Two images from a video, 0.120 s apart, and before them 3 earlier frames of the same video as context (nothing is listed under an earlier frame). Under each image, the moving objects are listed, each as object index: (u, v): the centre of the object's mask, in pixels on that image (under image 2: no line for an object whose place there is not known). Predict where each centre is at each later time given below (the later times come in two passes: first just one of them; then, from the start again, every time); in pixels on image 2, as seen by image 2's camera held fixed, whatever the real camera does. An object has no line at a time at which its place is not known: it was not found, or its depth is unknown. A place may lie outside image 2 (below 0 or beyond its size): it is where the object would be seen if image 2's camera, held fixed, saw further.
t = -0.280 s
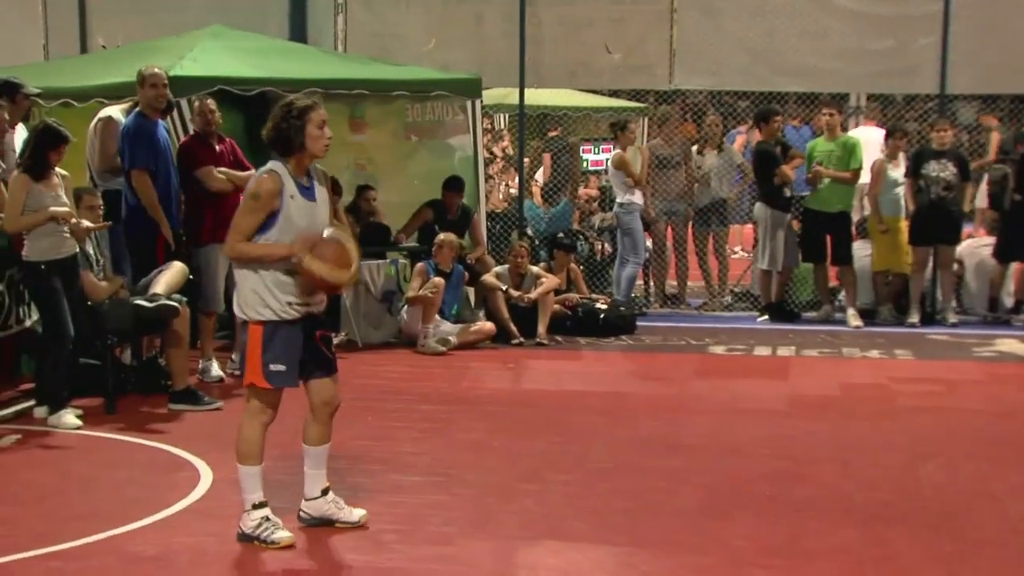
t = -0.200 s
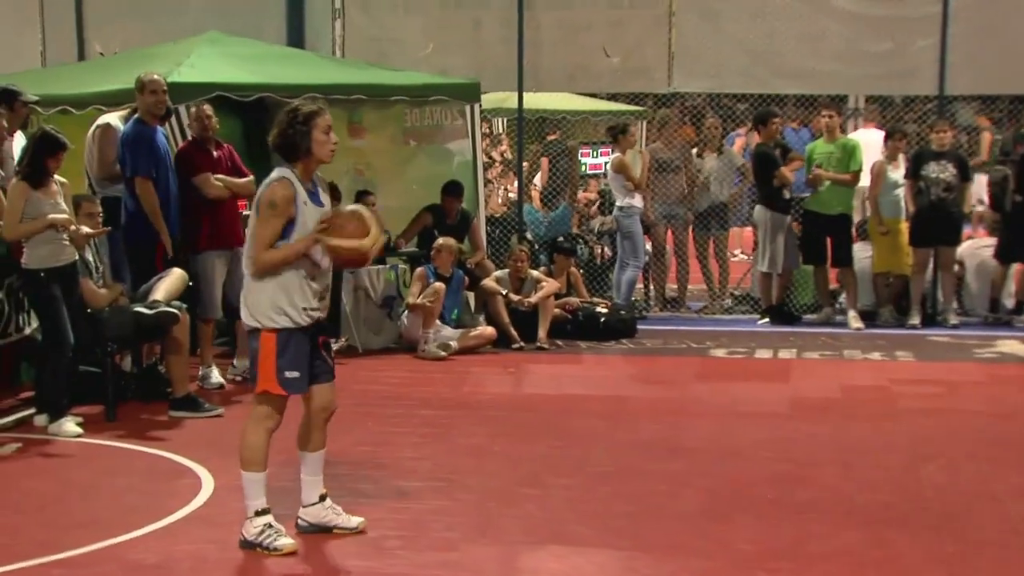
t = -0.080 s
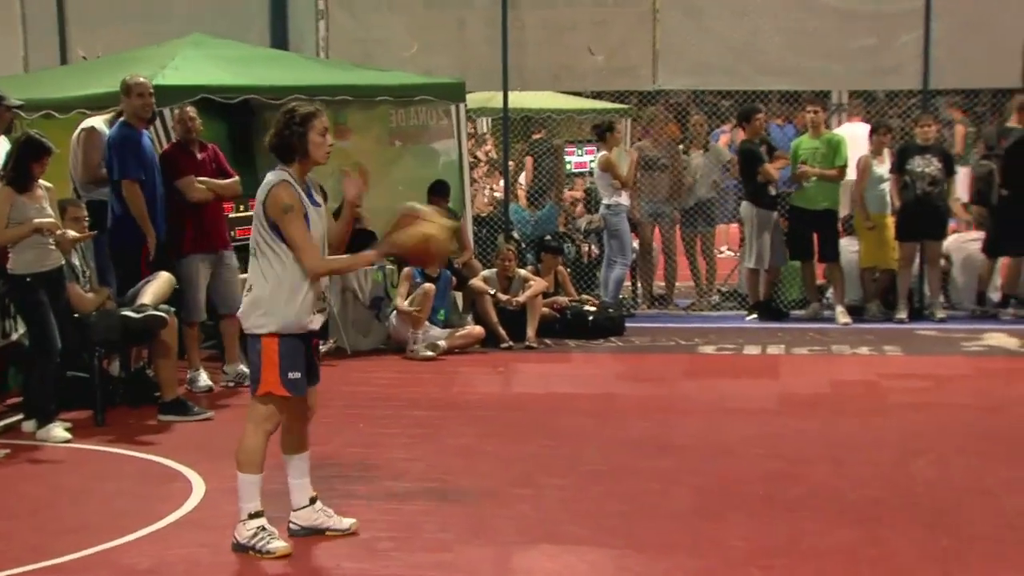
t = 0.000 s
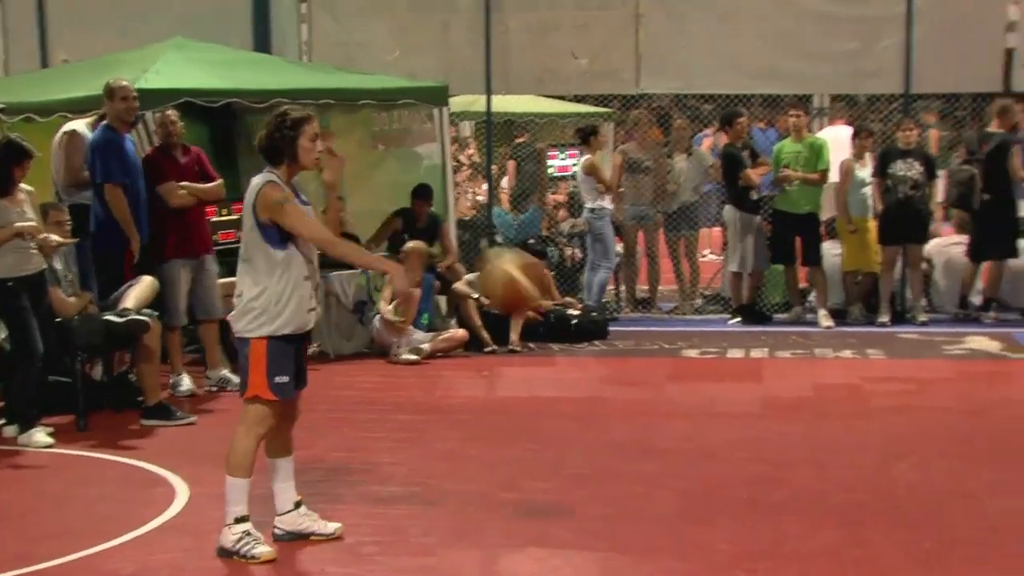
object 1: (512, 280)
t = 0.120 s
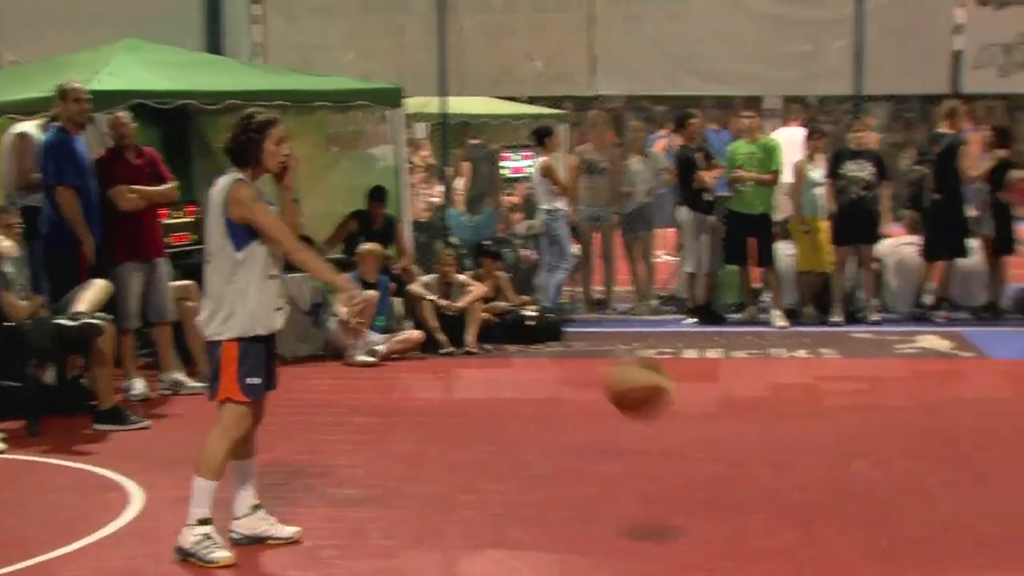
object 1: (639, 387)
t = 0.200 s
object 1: (746, 471)
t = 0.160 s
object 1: (693, 428)
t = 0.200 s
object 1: (746, 471)
